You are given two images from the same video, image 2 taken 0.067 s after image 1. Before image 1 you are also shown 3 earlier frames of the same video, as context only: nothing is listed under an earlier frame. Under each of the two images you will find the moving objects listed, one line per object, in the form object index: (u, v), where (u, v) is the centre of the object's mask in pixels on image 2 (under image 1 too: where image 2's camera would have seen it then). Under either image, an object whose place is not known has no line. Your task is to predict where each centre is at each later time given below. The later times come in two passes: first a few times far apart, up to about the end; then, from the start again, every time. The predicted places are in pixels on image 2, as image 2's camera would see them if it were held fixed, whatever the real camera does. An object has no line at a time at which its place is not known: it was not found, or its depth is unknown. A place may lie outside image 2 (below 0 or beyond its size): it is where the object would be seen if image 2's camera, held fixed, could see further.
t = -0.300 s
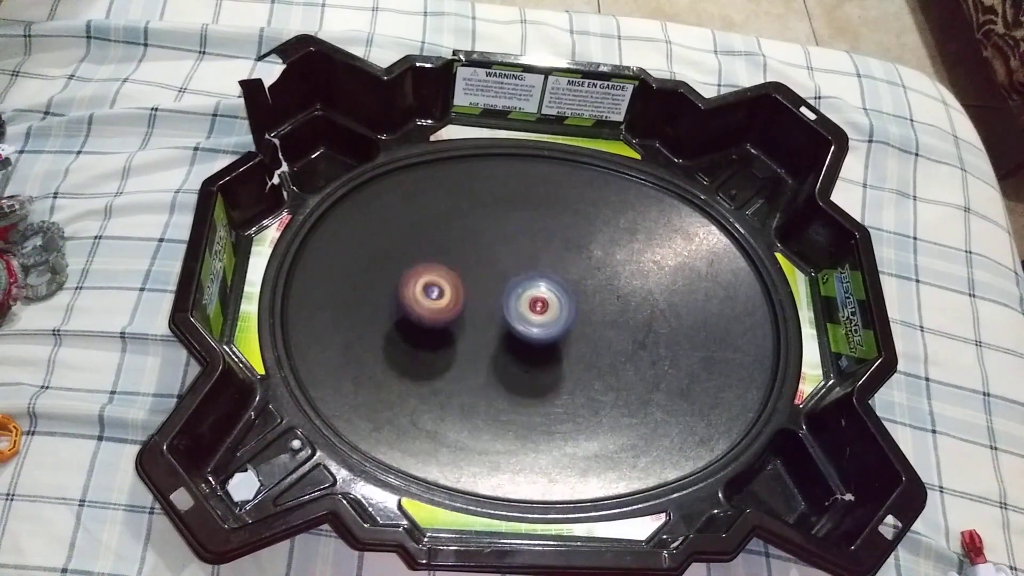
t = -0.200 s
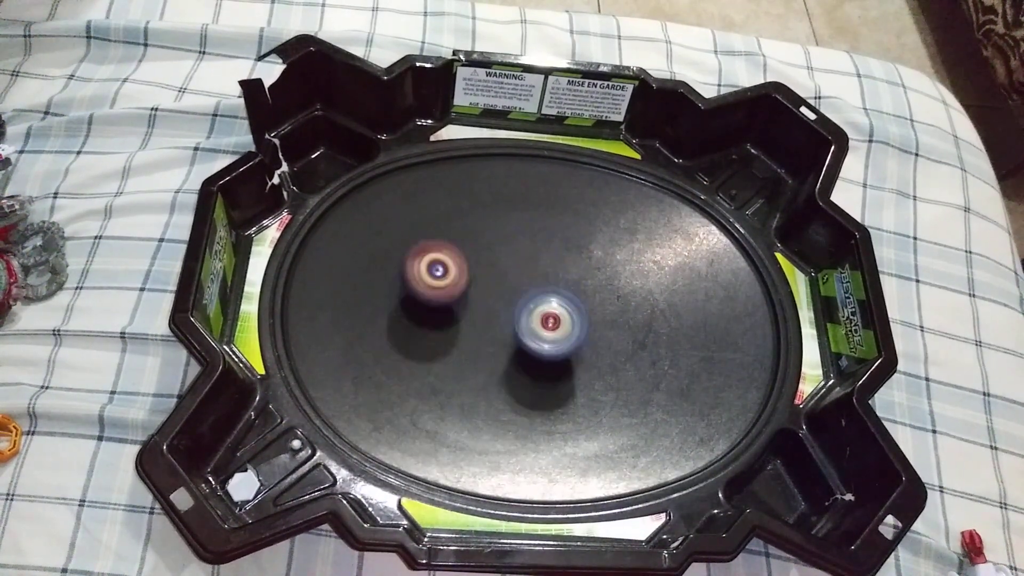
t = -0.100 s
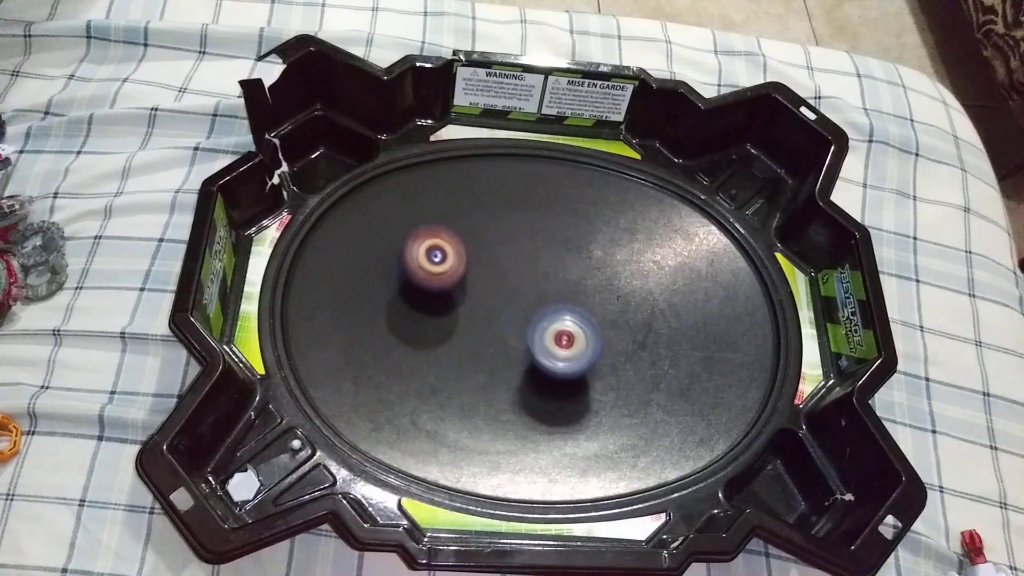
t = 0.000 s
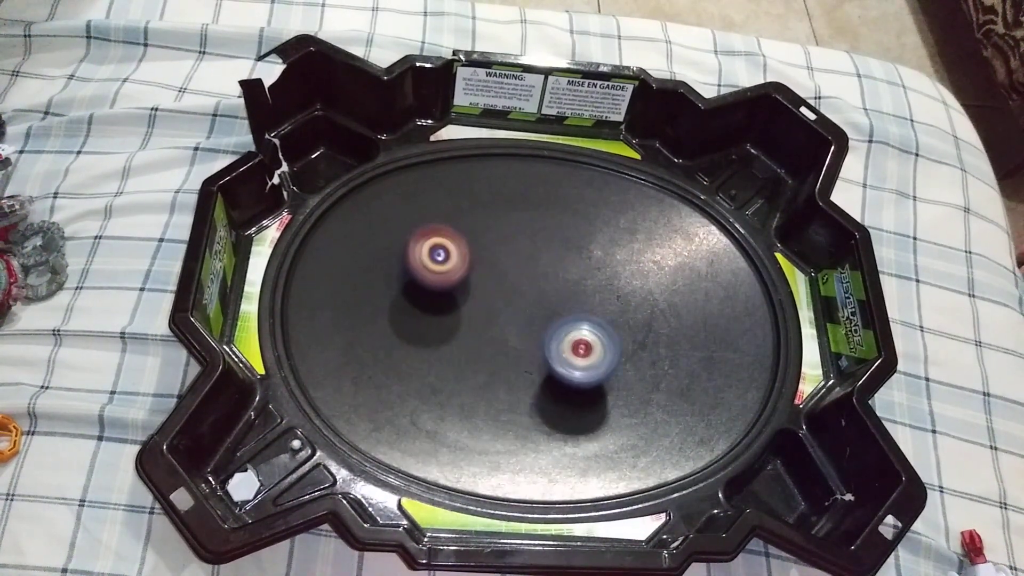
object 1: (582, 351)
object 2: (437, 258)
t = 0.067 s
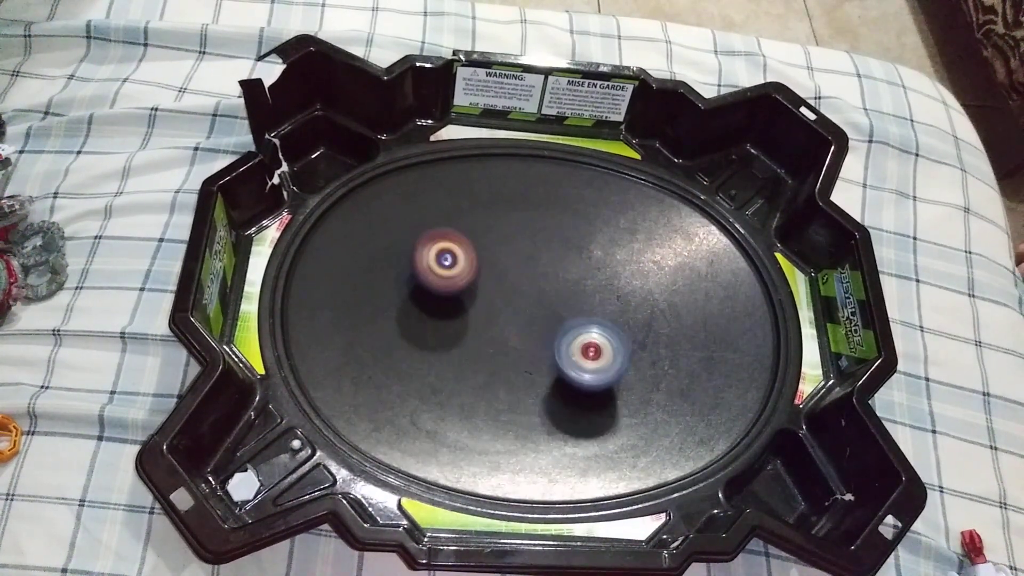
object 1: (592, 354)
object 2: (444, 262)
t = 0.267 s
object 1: (607, 352)
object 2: (498, 280)
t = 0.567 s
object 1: (592, 340)
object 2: (588, 270)
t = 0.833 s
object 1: (547, 347)
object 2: (593, 280)
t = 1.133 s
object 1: (502, 348)
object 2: (603, 343)
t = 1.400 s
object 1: (479, 343)
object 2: (611, 361)
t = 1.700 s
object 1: (464, 322)
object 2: (541, 360)
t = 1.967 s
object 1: (406, 252)
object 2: (536, 404)
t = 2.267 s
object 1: (379, 243)
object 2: (521, 360)
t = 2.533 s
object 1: (400, 231)
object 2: (487, 353)
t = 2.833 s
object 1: (404, 221)
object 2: (612, 430)
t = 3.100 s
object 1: (506, 290)
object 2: (636, 377)
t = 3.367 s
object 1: (490, 156)
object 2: (684, 451)
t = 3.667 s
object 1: (443, 251)
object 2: (626, 410)
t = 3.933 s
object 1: (584, 225)
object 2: (513, 435)
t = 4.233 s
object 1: (521, 195)
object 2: (465, 376)
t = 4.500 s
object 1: (551, 278)
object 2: (454, 416)
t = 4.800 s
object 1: (670, 343)
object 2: (475, 403)
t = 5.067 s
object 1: (719, 381)
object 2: (487, 344)
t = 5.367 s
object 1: (612, 381)
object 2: (534, 324)
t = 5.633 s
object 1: (516, 423)
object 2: (532, 296)
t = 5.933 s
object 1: (417, 379)
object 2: (494, 292)
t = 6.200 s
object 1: (381, 298)
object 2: (467, 301)
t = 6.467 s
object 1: (403, 241)
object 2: (467, 325)
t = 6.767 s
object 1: (498, 259)
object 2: (494, 351)
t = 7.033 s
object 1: (588, 323)
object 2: (523, 360)
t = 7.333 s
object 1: (708, 408)
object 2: (478, 325)
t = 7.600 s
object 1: (675, 430)
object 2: (498, 290)
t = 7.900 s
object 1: (546, 357)
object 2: (498, 269)
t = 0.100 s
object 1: (595, 355)
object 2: (449, 265)
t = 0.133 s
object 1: (597, 355)
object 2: (457, 269)
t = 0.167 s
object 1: (600, 354)
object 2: (465, 272)
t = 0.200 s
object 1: (603, 354)
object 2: (475, 276)
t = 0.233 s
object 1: (604, 353)
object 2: (486, 278)
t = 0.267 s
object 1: (607, 352)
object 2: (498, 280)
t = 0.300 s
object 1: (609, 351)
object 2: (510, 282)
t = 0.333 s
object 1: (611, 350)
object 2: (524, 282)
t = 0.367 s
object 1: (612, 349)
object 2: (536, 281)
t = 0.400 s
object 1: (612, 346)
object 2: (549, 280)
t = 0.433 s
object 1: (609, 344)
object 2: (558, 279)
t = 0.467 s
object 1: (605, 341)
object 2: (568, 277)
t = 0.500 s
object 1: (601, 340)
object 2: (576, 275)
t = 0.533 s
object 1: (596, 339)
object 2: (583, 272)
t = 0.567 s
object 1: (592, 340)
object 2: (588, 270)
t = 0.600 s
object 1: (586, 341)
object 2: (591, 268)
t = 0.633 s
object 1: (580, 341)
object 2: (594, 267)
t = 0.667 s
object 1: (575, 343)
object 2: (595, 266)
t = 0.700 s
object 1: (568, 343)
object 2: (596, 267)
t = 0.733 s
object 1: (563, 344)
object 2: (595, 269)
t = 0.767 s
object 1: (558, 345)
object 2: (595, 271)
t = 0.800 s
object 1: (552, 347)
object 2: (595, 274)
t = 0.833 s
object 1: (547, 347)
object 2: (593, 280)
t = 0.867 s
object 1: (542, 348)
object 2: (592, 285)
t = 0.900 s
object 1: (537, 349)
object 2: (592, 291)
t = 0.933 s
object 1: (531, 349)
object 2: (591, 298)
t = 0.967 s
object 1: (525, 349)
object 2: (591, 307)
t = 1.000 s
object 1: (520, 348)
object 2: (592, 315)
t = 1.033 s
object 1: (516, 348)
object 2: (593, 323)
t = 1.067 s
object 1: (511, 348)
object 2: (596, 330)
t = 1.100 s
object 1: (506, 348)
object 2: (599, 337)
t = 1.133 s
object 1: (502, 348)
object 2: (603, 343)
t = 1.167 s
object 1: (498, 347)
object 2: (607, 349)
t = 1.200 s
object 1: (494, 347)
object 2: (610, 354)
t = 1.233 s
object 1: (492, 347)
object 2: (613, 357)
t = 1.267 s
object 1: (490, 346)
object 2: (614, 359)
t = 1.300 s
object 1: (486, 346)
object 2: (615, 360)
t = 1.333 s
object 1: (484, 344)
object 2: (615, 362)
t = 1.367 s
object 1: (481, 343)
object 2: (613, 362)
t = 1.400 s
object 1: (479, 343)
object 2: (611, 361)
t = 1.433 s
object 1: (477, 341)
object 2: (608, 361)
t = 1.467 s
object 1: (475, 339)
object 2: (602, 361)
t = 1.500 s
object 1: (473, 337)
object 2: (595, 359)
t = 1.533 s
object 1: (471, 335)
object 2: (588, 360)
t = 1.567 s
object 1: (469, 333)
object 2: (580, 359)
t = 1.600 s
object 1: (468, 330)
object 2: (571, 358)
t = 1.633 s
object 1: (467, 328)
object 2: (562, 358)
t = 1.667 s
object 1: (465, 325)
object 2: (551, 360)
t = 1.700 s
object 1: (464, 322)
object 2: (541, 360)
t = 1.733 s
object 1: (464, 320)
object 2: (531, 361)
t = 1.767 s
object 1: (455, 307)
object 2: (529, 372)
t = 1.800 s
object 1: (445, 292)
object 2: (529, 383)
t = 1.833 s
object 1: (435, 278)
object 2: (529, 390)
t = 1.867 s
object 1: (426, 267)
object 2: (530, 395)
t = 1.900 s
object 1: (419, 260)
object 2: (532, 400)
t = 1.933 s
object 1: (412, 255)
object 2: (534, 402)
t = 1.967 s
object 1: (406, 252)
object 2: (536, 404)
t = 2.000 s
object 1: (401, 249)
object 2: (537, 403)
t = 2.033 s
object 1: (397, 247)
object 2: (538, 401)
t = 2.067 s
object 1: (392, 245)
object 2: (538, 397)
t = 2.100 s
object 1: (388, 243)
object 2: (538, 392)
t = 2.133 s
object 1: (385, 242)
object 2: (537, 387)
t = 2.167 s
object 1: (382, 242)
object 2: (535, 381)
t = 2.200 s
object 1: (381, 242)
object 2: (532, 375)
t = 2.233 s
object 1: (380, 242)
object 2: (527, 368)
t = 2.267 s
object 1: (379, 243)
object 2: (521, 360)
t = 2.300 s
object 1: (380, 244)
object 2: (515, 351)
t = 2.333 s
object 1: (383, 246)
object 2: (507, 344)
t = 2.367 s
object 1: (387, 249)
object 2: (499, 338)
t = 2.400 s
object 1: (391, 252)
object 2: (491, 332)
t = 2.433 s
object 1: (398, 256)
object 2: (482, 326)
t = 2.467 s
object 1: (405, 261)
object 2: (473, 320)
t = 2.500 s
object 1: (411, 262)
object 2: (468, 323)
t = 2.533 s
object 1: (400, 231)
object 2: (487, 353)
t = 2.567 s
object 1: (388, 205)
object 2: (503, 379)
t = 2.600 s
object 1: (378, 182)
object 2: (518, 397)
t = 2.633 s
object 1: (372, 168)
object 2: (533, 411)
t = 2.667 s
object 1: (374, 169)
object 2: (548, 421)
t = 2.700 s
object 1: (377, 177)
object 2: (562, 427)
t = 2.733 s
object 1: (382, 187)
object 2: (576, 430)
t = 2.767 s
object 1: (388, 198)
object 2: (589, 432)
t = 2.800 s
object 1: (396, 209)
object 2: (601, 432)
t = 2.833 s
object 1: (404, 221)
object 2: (612, 430)
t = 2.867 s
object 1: (414, 233)
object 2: (622, 428)
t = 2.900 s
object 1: (424, 243)
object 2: (632, 426)
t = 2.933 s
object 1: (436, 252)
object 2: (639, 421)
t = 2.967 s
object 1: (448, 261)
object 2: (643, 415)
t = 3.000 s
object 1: (463, 269)
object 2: (646, 408)
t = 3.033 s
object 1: (477, 277)
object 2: (646, 399)
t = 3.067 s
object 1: (492, 284)
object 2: (643, 388)
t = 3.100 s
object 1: (506, 290)
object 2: (636, 377)
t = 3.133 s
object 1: (521, 296)
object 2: (628, 367)
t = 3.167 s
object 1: (535, 303)
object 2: (617, 357)
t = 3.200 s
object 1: (546, 302)
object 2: (612, 355)
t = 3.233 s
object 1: (531, 265)
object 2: (634, 385)
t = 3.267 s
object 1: (518, 229)
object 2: (652, 411)
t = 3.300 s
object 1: (507, 198)
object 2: (666, 429)
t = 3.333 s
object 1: (498, 173)
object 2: (678, 443)
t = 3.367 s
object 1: (490, 156)
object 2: (684, 451)
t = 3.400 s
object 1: (479, 147)
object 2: (687, 453)
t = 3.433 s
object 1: (465, 148)
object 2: (687, 450)
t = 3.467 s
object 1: (449, 160)
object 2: (685, 445)
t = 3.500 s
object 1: (436, 172)
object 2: (680, 436)
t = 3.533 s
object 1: (426, 185)
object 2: (673, 429)
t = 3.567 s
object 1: (422, 200)
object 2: (664, 424)
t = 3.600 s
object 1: (423, 217)
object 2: (654, 420)
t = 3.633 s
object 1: (431, 235)
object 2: (642, 416)
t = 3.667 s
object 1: (443, 251)
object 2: (626, 410)
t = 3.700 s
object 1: (459, 268)
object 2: (611, 404)
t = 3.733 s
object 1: (476, 283)
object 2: (595, 395)
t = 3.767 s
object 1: (498, 298)
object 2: (579, 386)
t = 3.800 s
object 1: (522, 309)
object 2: (562, 377)
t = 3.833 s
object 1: (542, 302)
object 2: (550, 388)
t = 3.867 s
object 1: (557, 275)
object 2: (536, 409)
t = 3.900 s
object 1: (571, 248)
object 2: (525, 426)
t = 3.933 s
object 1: (584, 225)
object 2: (513, 435)
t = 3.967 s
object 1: (595, 202)
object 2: (501, 435)
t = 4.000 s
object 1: (600, 183)
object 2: (493, 433)
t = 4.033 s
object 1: (602, 169)
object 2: (484, 427)
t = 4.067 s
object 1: (600, 159)
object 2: (478, 421)
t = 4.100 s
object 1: (591, 156)
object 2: (472, 412)
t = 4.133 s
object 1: (575, 160)
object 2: (468, 404)
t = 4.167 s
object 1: (555, 170)
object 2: (466, 395)
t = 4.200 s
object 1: (538, 180)
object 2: (464, 385)
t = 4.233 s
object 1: (521, 195)
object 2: (465, 376)
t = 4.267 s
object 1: (508, 213)
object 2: (466, 366)
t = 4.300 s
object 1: (495, 232)
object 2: (469, 359)
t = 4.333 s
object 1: (487, 254)
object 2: (473, 349)
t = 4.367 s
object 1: (482, 274)
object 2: (477, 346)
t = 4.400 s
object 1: (495, 276)
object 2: (468, 365)
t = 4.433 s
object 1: (515, 274)
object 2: (460, 389)
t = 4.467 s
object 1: (532, 273)
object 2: (456, 407)
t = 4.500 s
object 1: (551, 278)
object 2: (454, 416)
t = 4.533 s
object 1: (568, 284)
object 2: (455, 425)
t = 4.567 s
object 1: (582, 291)
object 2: (456, 426)
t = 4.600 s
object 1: (596, 299)
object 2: (459, 426)
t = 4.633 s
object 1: (610, 307)
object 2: (462, 423)
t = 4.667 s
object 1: (624, 315)
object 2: (466, 420)
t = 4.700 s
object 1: (635, 322)
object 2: (470, 416)
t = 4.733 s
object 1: (648, 329)
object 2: (473, 412)
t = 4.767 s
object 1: (660, 336)
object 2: (475, 408)
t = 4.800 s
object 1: (670, 343)
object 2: (475, 403)
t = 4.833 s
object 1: (680, 349)
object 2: (473, 398)
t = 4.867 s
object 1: (689, 354)
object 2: (473, 390)
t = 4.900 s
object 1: (698, 359)
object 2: (473, 384)
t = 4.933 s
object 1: (705, 364)
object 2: (474, 374)
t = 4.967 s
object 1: (712, 368)
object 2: (477, 366)
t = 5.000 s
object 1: (716, 373)
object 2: (479, 358)
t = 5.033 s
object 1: (719, 378)
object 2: (483, 352)
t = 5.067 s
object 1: (719, 381)
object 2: (487, 344)
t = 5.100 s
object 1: (716, 383)
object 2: (492, 340)
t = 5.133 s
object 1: (711, 385)
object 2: (497, 334)
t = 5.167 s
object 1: (701, 385)
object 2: (504, 330)
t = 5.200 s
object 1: (690, 386)
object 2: (509, 326)
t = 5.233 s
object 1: (679, 387)
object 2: (513, 324)
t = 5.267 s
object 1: (662, 385)
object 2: (518, 323)
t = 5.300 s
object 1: (648, 384)
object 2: (523, 322)
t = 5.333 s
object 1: (630, 383)
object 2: (528, 323)
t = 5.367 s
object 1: (612, 381)
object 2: (534, 324)
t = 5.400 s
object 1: (592, 380)
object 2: (538, 326)
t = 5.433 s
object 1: (580, 392)
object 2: (536, 315)
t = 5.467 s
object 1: (568, 402)
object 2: (536, 302)
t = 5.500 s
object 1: (558, 410)
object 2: (537, 296)
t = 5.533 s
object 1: (547, 416)
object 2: (538, 292)
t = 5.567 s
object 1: (538, 419)
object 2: (539, 290)
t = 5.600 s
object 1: (528, 422)
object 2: (538, 293)
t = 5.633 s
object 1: (516, 423)
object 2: (532, 296)
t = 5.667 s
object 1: (504, 423)
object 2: (528, 293)
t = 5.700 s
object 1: (494, 422)
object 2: (527, 293)
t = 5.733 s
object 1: (482, 419)
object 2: (521, 294)
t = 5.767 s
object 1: (470, 415)
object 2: (517, 291)
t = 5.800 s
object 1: (458, 410)
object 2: (514, 292)
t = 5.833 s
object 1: (447, 404)
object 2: (509, 291)
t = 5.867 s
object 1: (437, 397)
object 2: (504, 291)
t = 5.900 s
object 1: (426, 388)
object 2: (501, 291)
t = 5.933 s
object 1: (417, 379)
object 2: (494, 292)
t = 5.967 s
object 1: (410, 369)
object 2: (491, 293)
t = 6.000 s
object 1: (403, 360)
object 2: (485, 293)
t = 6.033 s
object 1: (397, 348)
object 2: (481, 292)
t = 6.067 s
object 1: (391, 339)
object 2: (479, 297)
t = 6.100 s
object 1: (387, 328)
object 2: (473, 297)
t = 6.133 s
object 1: (384, 317)
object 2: (472, 297)
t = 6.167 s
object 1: (383, 308)
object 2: (470, 301)
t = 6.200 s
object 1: (381, 298)
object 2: (467, 301)
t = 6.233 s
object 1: (381, 288)
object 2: (467, 305)
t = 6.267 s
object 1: (382, 280)
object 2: (464, 308)
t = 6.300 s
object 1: (383, 271)
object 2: (464, 309)
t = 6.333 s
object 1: (385, 263)
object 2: (465, 314)
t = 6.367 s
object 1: (389, 258)
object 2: (463, 316)
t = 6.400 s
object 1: (393, 250)
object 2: (465, 319)
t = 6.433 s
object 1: (397, 244)
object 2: (466, 323)
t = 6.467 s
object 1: (403, 241)
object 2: (467, 325)
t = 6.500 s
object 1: (411, 237)
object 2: (470, 330)
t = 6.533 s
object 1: (418, 235)
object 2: (471, 333)
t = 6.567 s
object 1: (428, 235)
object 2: (473, 333)
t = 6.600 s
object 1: (438, 235)
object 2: (478, 340)
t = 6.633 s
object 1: (448, 238)
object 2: (478, 341)
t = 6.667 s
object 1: (459, 241)
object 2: (482, 343)
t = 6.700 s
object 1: (473, 245)
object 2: (486, 347)
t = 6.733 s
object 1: (485, 251)
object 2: (488, 348)
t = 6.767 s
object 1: (498, 259)
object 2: (494, 351)
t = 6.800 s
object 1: (511, 265)
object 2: (495, 353)
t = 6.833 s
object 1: (523, 272)
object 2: (500, 354)
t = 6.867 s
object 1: (535, 280)
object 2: (505, 358)
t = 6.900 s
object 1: (547, 288)
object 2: (506, 358)
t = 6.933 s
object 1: (558, 296)
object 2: (511, 358)
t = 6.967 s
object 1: (568, 305)
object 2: (516, 361)
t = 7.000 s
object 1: (578, 314)
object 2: (517, 360)
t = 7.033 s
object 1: (588, 323)
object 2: (523, 360)
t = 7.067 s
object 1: (596, 332)
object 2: (525, 361)
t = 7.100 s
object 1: (606, 341)
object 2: (528, 358)
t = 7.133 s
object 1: (622, 353)
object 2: (523, 356)
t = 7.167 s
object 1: (648, 363)
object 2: (507, 351)
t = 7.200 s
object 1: (666, 374)
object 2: (495, 349)
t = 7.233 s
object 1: (681, 383)
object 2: (487, 341)
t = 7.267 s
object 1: (692, 392)
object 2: (480, 334)
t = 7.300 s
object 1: (701, 399)
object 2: (477, 329)
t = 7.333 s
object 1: (708, 408)
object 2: (478, 325)
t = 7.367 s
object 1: (714, 414)
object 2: (481, 320)
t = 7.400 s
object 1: (715, 420)
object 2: (483, 317)
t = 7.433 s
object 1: (717, 426)
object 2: (487, 314)
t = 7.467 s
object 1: (714, 429)
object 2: (488, 309)
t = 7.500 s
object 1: (708, 431)
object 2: (490, 303)
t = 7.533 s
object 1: (699, 431)
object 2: (493, 298)
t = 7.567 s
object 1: (689, 432)
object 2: (496, 294)
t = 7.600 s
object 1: (675, 430)
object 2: (498, 290)
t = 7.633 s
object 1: (661, 428)
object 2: (500, 287)
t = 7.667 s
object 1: (645, 423)
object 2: (501, 281)
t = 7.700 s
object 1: (628, 418)
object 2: (500, 276)
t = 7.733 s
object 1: (615, 411)
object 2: (500, 274)
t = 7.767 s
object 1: (600, 403)
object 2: (498, 270)
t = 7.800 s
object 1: (585, 393)
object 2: (497, 268)
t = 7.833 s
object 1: (573, 382)
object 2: (497, 267)
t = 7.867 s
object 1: (557, 369)
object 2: (497, 268)
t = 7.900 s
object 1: (546, 357)
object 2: (498, 269)
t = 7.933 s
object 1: (533, 339)
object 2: (499, 273)
